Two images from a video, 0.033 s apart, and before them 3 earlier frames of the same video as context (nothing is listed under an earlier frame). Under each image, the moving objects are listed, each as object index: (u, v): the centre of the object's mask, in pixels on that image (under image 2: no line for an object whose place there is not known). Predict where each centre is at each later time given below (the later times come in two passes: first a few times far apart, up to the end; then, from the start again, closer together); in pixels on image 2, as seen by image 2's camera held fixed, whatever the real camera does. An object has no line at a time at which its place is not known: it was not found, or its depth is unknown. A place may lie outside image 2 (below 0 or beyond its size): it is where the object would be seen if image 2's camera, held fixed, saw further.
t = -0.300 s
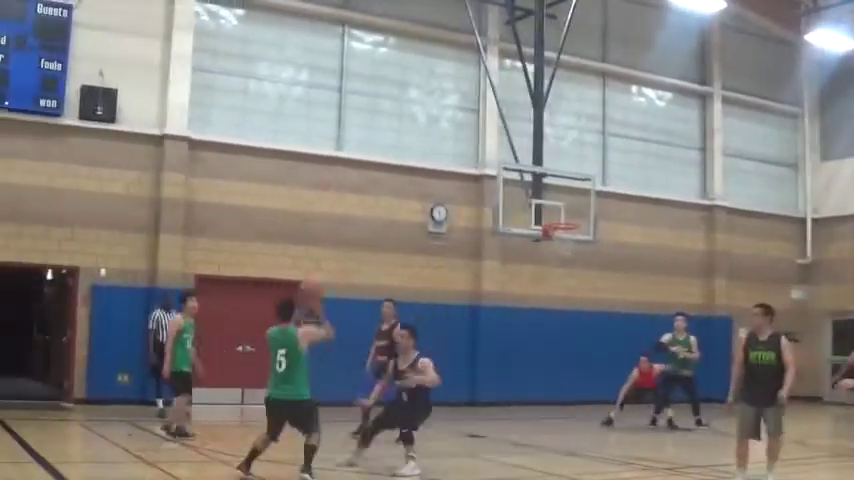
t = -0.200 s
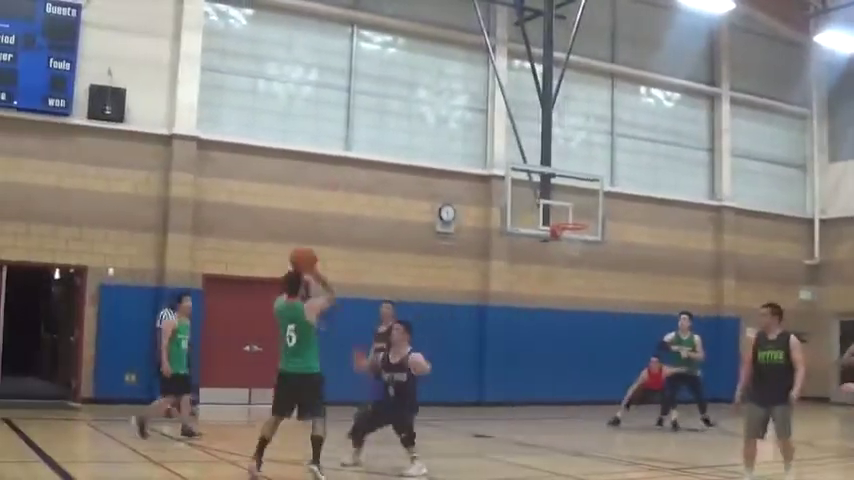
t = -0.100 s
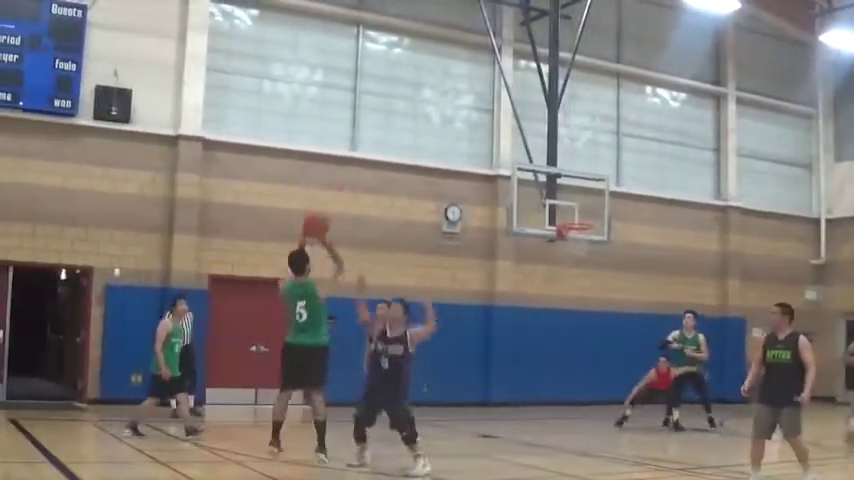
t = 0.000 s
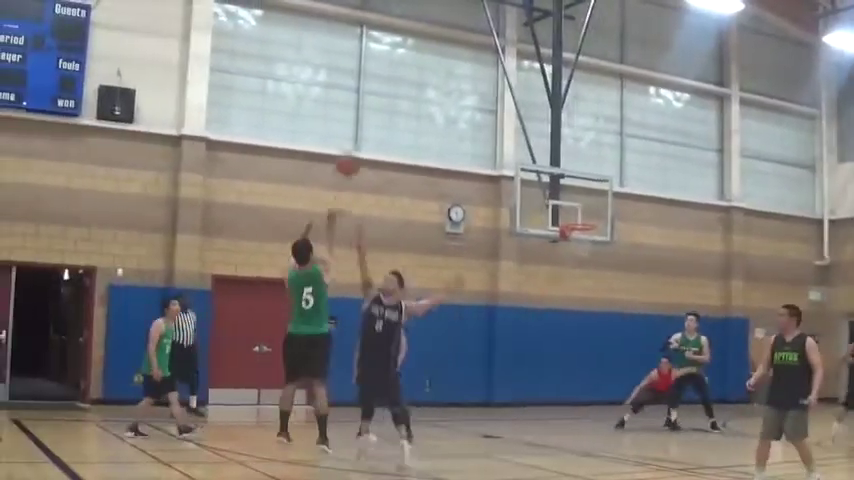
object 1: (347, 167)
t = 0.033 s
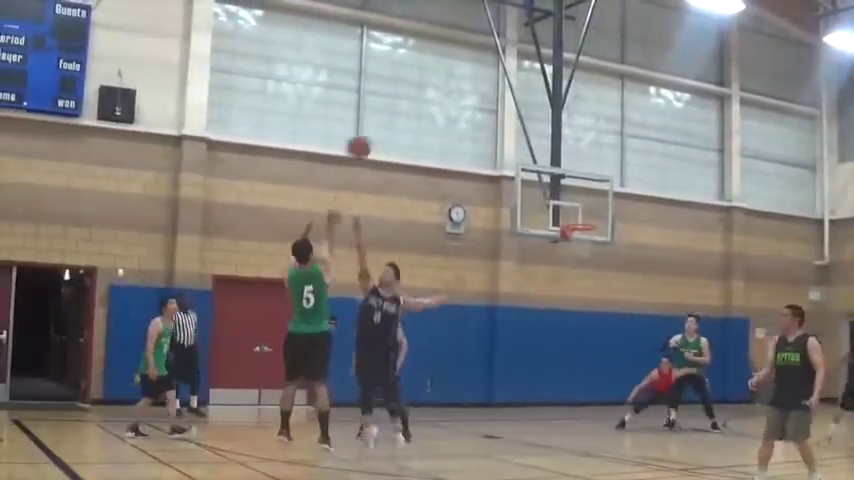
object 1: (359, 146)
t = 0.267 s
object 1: (424, 67)
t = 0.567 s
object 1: (486, 52)
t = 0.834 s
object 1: (529, 89)
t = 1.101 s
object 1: (565, 167)
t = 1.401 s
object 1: (570, 255)
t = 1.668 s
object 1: (551, 306)
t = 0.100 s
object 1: (380, 117)
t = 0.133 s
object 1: (389, 104)
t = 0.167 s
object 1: (398, 93)
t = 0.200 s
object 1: (407, 83)
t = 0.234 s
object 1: (416, 74)
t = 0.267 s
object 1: (424, 67)
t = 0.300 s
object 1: (432, 62)
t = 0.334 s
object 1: (439, 57)
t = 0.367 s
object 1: (447, 54)
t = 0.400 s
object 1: (455, 50)
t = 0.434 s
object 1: (460, 49)
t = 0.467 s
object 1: (467, 51)
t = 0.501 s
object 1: (474, 49)
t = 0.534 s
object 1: (481, 49)
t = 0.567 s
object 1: (486, 52)
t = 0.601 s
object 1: (492, 52)
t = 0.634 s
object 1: (498, 54)
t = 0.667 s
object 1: (503, 60)
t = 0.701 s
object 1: (509, 63)
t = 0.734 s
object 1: (515, 69)
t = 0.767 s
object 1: (520, 76)
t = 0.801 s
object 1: (524, 81)
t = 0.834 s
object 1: (529, 89)
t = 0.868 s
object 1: (533, 97)
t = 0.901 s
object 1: (539, 105)
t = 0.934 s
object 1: (542, 113)
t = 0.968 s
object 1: (547, 123)
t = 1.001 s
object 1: (551, 133)
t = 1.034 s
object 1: (556, 143)
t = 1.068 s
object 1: (560, 154)
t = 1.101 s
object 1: (565, 167)
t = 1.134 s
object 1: (567, 182)
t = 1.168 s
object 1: (572, 194)
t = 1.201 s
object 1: (575, 205)
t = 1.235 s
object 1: (579, 216)
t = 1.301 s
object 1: (577, 239)
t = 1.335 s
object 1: (573, 245)
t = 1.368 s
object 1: (572, 247)
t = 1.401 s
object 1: (570, 255)
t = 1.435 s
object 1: (568, 259)
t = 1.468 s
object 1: (565, 262)
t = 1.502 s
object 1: (562, 266)
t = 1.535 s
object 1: (559, 273)
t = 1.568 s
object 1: (558, 279)
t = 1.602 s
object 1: (555, 287)
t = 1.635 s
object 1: (553, 295)
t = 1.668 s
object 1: (551, 306)
